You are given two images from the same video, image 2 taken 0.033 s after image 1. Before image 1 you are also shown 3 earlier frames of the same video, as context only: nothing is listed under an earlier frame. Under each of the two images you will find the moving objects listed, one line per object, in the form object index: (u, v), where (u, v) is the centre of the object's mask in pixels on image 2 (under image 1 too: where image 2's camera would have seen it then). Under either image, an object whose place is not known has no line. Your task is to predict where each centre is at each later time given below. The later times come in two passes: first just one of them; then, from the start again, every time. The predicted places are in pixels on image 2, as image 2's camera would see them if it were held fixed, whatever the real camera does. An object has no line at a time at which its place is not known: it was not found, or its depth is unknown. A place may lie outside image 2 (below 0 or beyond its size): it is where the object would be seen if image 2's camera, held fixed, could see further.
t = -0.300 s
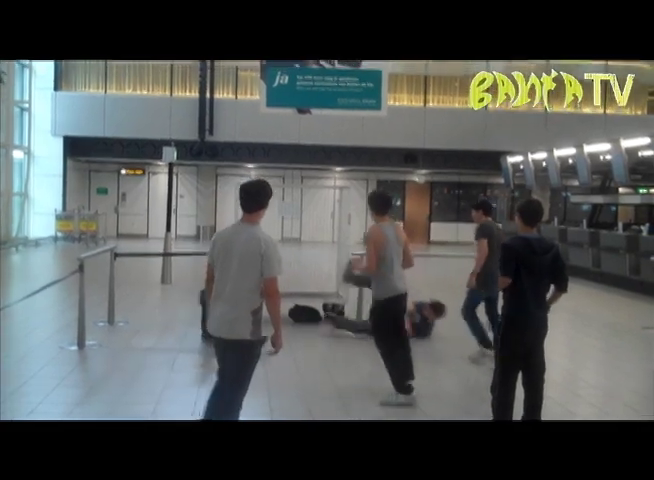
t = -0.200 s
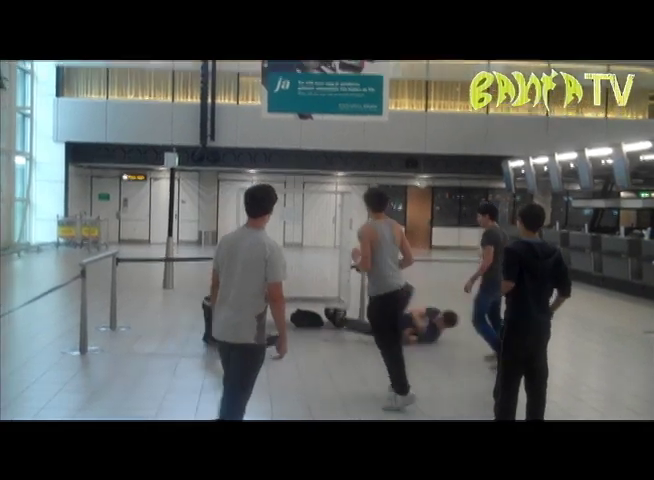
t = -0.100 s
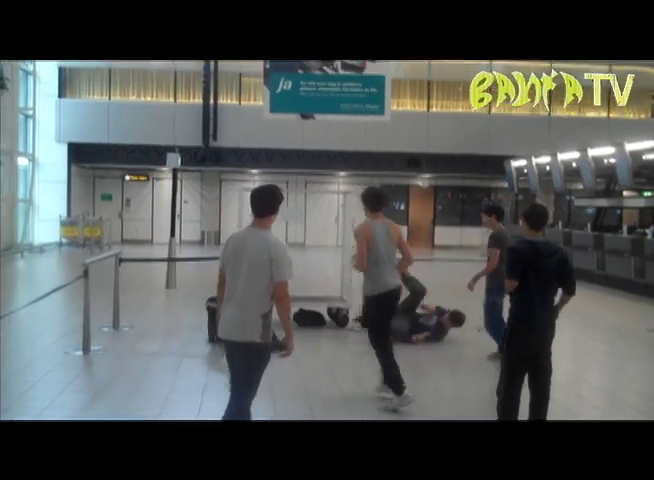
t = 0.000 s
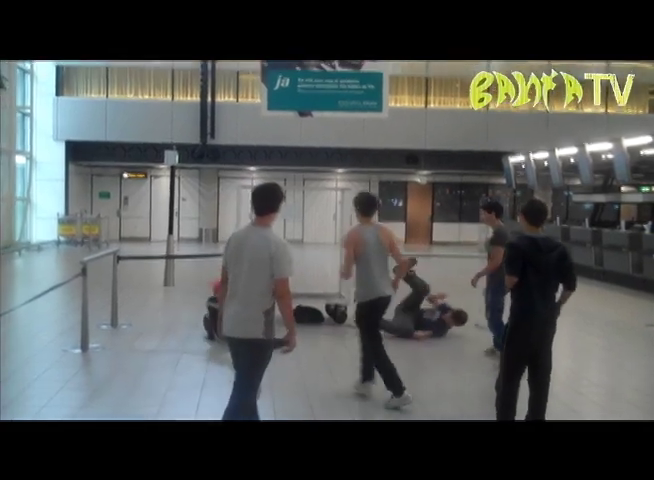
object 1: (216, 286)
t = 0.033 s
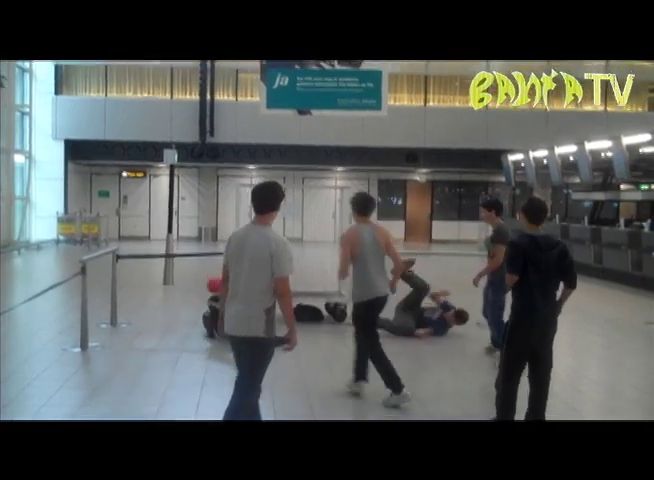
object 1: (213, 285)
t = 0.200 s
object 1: (191, 288)
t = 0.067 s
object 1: (210, 284)
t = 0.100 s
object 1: (206, 284)
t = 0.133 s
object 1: (202, 284)
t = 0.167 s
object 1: (196, 285)
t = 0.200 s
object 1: (191, 288)
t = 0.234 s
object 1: (185, 291)
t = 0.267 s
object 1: (180, 296)
